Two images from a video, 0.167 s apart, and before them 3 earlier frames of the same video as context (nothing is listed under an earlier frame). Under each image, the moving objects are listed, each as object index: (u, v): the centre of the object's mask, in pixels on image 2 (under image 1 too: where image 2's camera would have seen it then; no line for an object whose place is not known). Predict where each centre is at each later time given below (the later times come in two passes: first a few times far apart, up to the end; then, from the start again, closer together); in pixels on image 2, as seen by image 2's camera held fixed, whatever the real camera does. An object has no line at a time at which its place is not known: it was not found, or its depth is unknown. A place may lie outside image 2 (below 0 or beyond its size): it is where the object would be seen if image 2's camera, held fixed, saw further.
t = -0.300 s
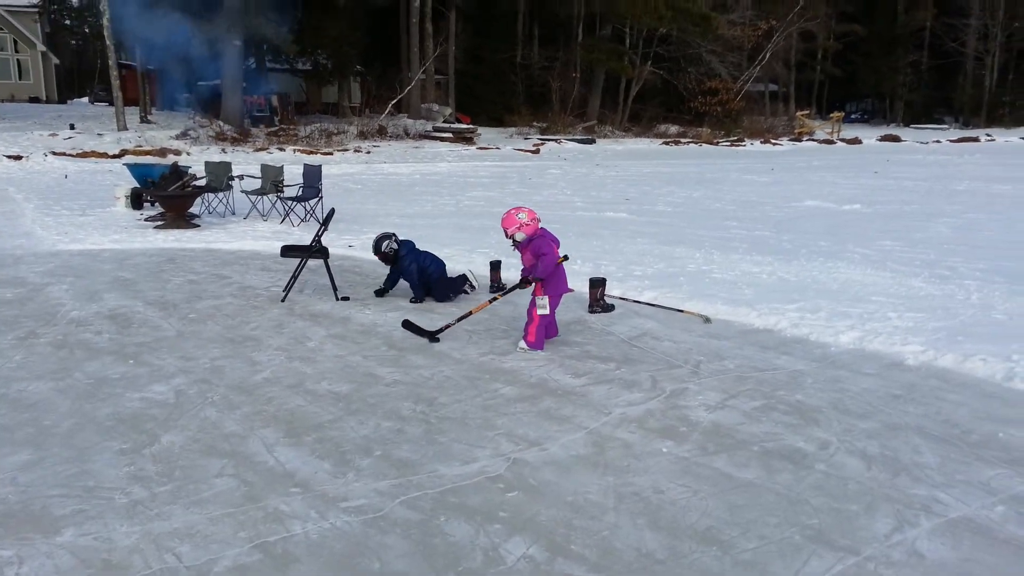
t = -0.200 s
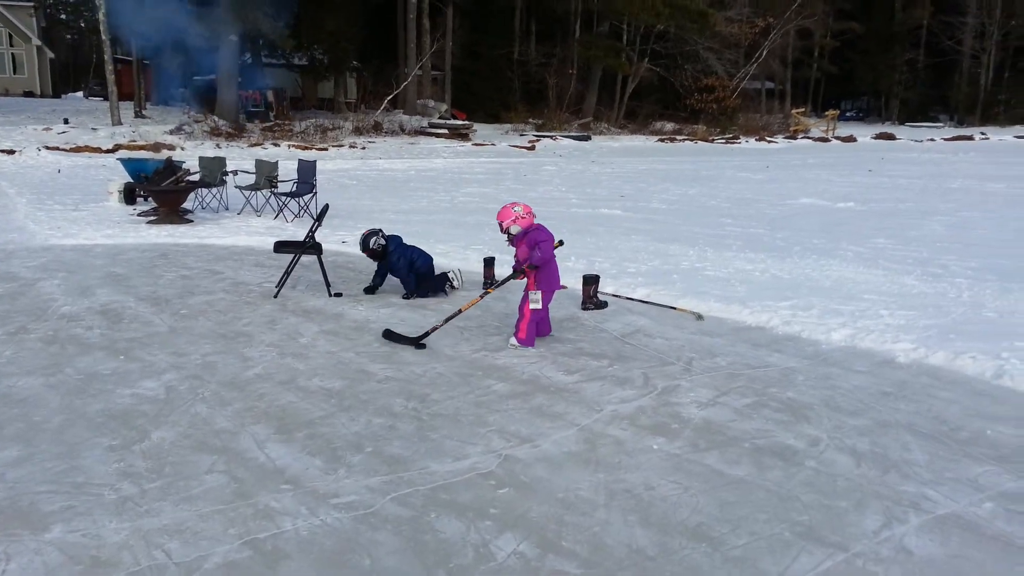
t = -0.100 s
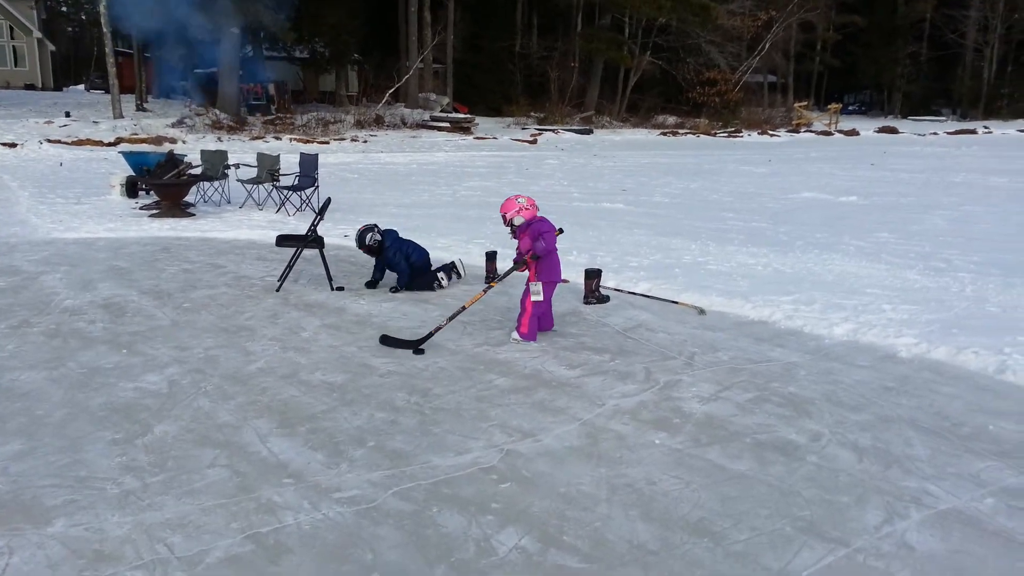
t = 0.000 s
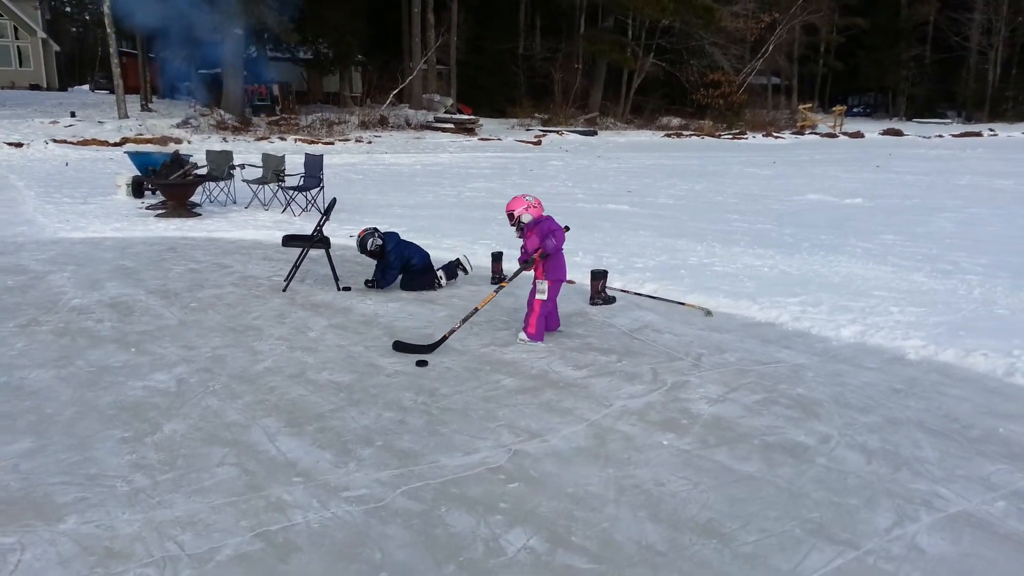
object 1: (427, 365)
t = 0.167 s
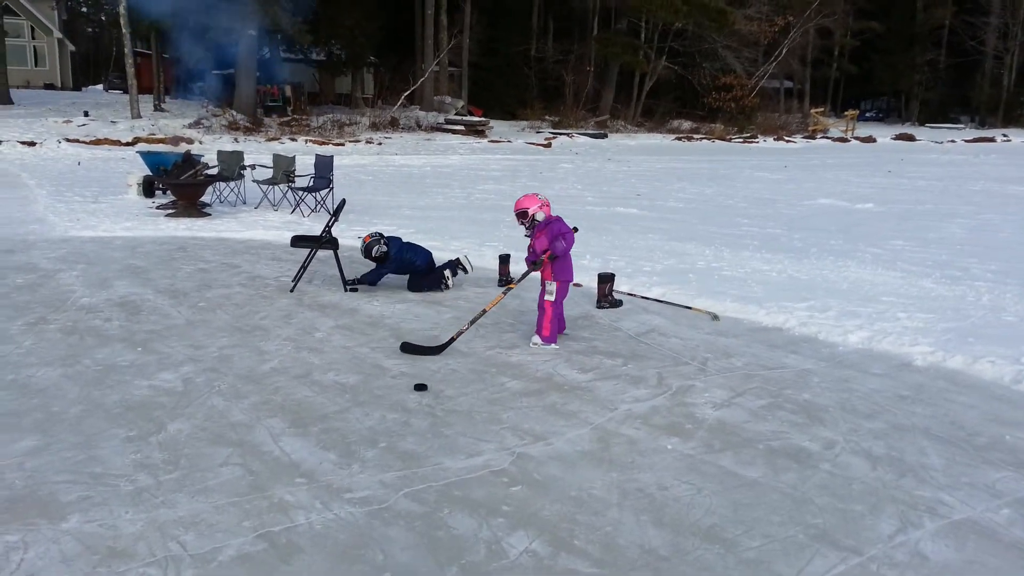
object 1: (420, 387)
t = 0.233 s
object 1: (418, 396)
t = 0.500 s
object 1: (406, 440)
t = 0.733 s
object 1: (396, 488)
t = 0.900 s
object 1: (388, 532)
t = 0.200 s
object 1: (419, 392)
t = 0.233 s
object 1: (418, 396)
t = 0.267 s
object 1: (417, 401)
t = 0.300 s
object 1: (415, 406)
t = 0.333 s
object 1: (414, 412)
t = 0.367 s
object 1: (412, 417)
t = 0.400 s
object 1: (411, 422)
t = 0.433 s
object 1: (410, 428)
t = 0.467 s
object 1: (408, 434)
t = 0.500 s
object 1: (406, 440)
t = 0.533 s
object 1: (405, 446)
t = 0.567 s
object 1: (404, 453)
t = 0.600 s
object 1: (402, 459)
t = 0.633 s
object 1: (401, 465)
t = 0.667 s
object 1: (399, 473)
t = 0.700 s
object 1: (398, 481)
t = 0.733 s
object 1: (396, 488)
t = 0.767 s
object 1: (394, 497)
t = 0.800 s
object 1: (392, 505)
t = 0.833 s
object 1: (391, 514)
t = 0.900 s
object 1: (388, 532)
